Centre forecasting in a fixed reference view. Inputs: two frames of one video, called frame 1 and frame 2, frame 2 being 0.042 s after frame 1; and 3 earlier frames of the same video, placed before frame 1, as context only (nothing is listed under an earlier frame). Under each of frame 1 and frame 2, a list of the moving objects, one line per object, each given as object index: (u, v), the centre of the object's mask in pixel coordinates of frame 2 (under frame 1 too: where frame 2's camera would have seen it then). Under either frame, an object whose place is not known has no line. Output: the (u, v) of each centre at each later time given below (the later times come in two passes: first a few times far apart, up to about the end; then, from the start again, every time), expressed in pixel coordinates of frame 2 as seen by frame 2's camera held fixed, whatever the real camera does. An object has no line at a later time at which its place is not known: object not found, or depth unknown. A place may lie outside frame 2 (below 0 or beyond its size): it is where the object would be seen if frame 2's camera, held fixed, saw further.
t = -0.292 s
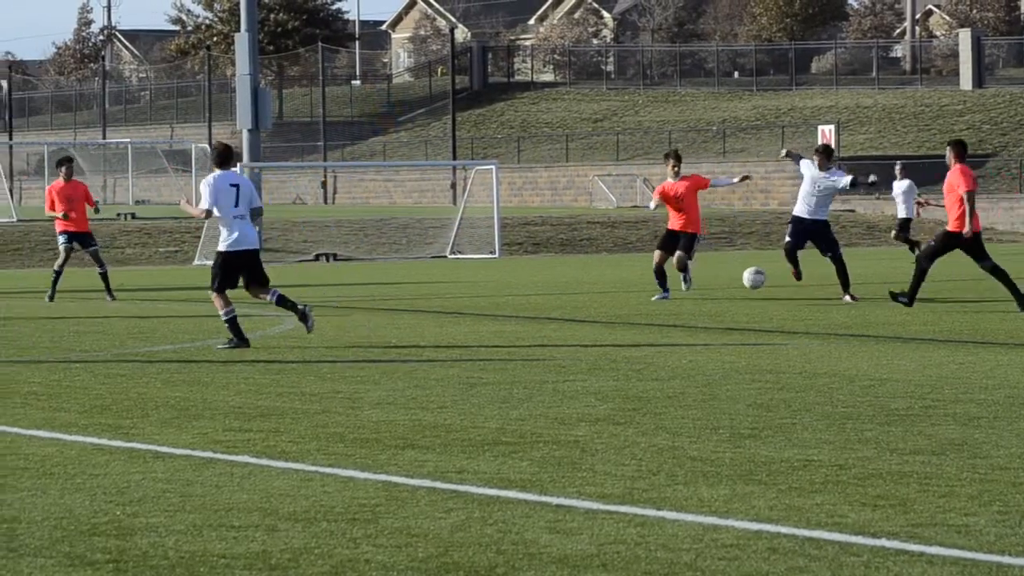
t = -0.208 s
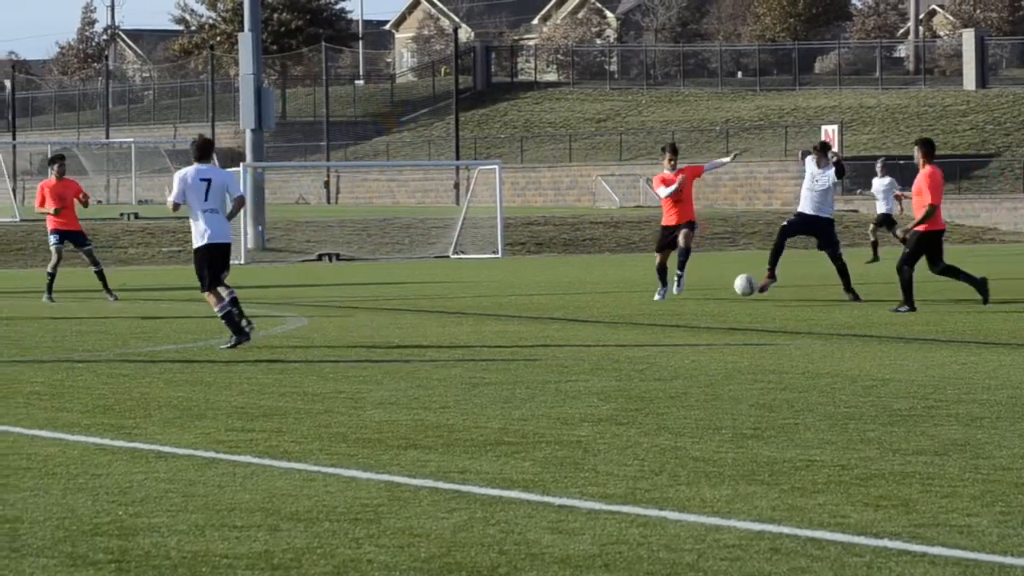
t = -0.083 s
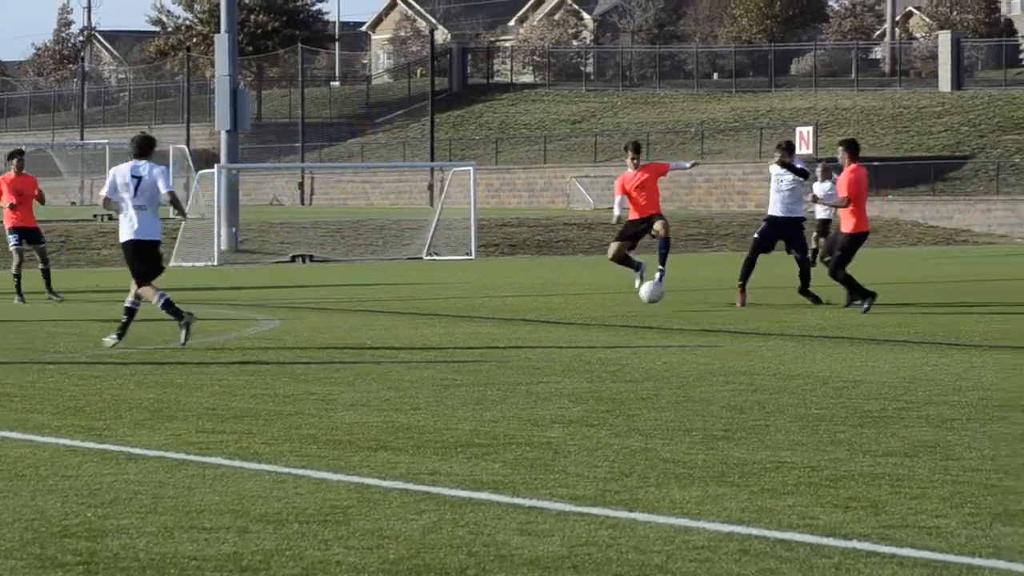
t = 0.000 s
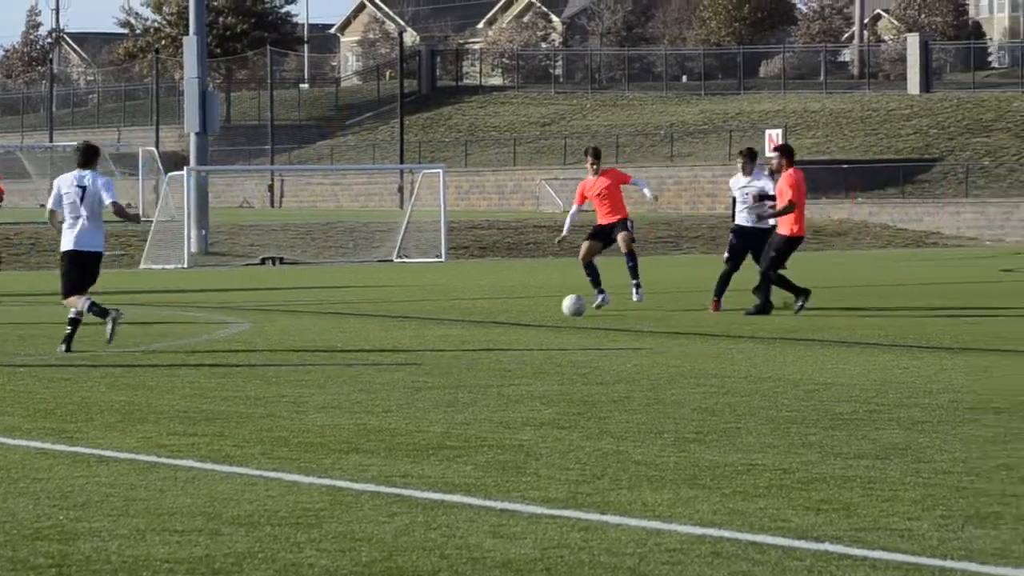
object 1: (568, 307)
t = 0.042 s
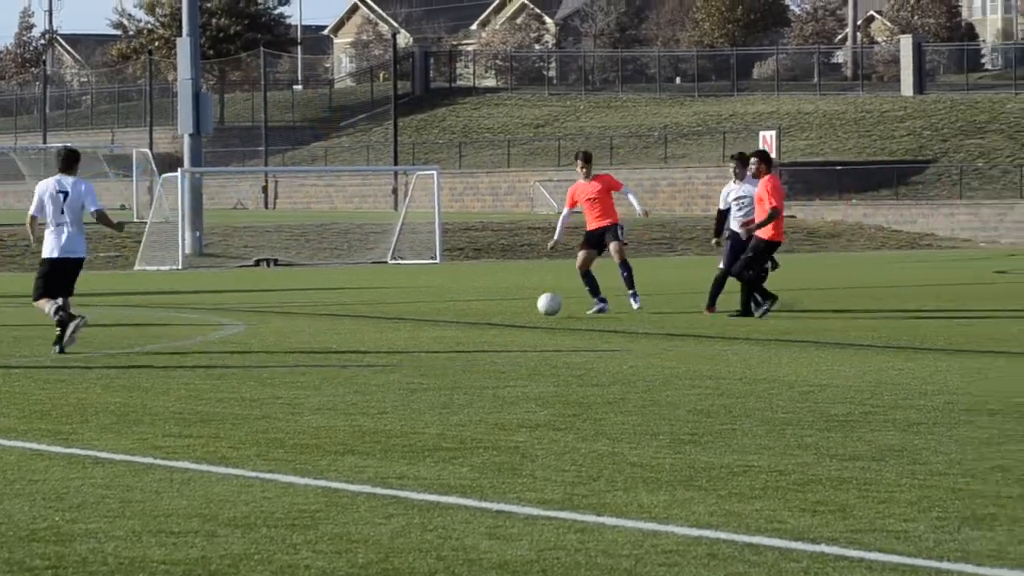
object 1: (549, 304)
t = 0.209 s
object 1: (472, 305)
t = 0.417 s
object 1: (380, 308)
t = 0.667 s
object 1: (270, 316)
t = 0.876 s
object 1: (178, 322)
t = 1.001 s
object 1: (122, 325)
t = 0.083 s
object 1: (530, 301)
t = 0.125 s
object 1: (511, 301)
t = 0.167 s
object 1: (491, 302)
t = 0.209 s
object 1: (472, 305)
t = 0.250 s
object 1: (453, 310)
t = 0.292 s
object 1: (434, 311)
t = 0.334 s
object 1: (416, 308)
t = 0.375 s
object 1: (397, 307)
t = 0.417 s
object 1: (380, 308)
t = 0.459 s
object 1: (362, 310)
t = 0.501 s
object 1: (343, 316)
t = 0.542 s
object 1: (325, 316)
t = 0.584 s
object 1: (307, 313)
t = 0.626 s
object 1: (288, 314)
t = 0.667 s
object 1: (270, 316)
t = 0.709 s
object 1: (252, 320)
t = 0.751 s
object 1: (234, 320)
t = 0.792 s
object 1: (215, 320)
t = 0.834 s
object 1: (197, 322)
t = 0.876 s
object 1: (178, 322)
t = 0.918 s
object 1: (159, 322)
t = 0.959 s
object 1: (141, 324)
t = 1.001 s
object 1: (122, 325)
